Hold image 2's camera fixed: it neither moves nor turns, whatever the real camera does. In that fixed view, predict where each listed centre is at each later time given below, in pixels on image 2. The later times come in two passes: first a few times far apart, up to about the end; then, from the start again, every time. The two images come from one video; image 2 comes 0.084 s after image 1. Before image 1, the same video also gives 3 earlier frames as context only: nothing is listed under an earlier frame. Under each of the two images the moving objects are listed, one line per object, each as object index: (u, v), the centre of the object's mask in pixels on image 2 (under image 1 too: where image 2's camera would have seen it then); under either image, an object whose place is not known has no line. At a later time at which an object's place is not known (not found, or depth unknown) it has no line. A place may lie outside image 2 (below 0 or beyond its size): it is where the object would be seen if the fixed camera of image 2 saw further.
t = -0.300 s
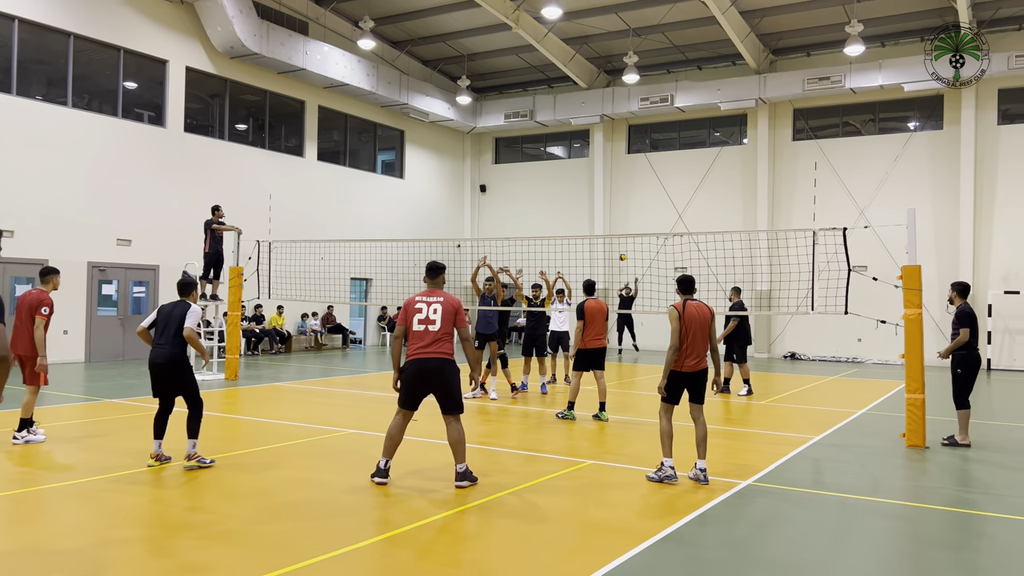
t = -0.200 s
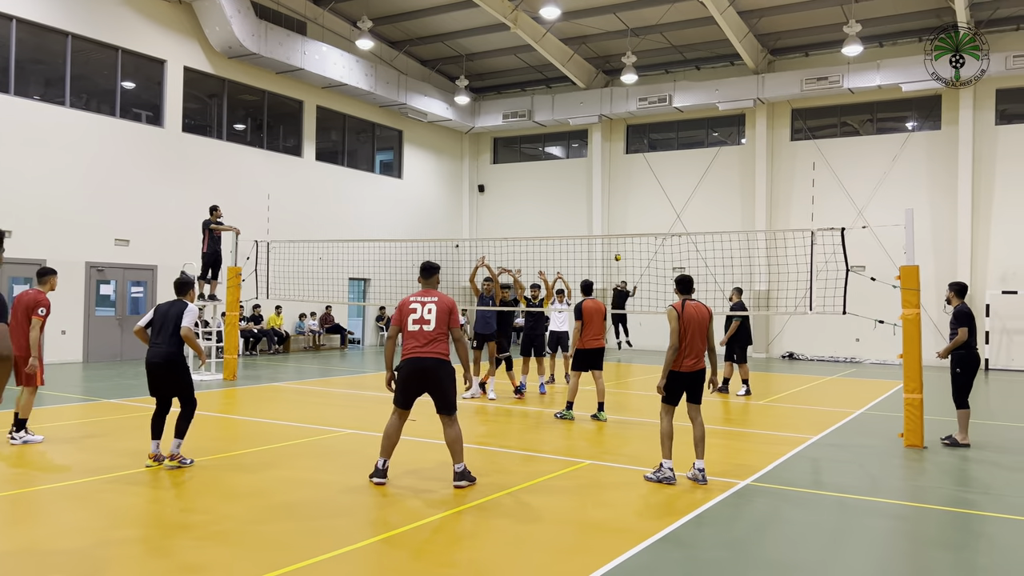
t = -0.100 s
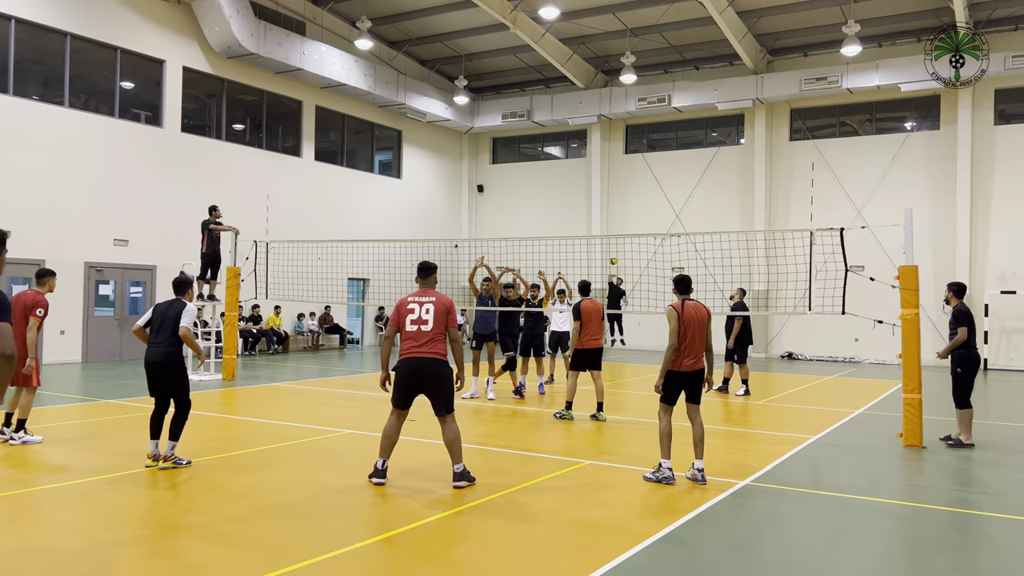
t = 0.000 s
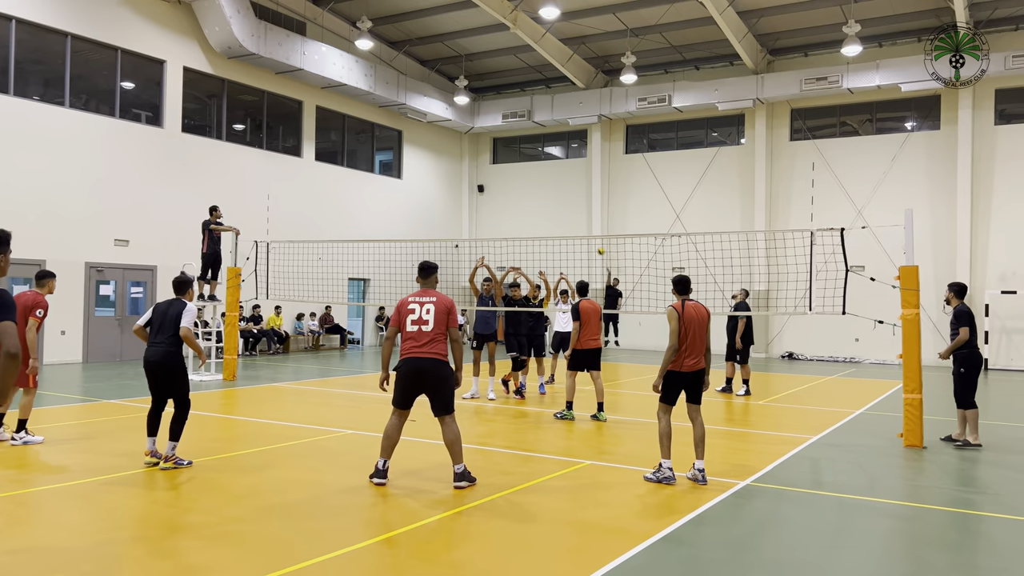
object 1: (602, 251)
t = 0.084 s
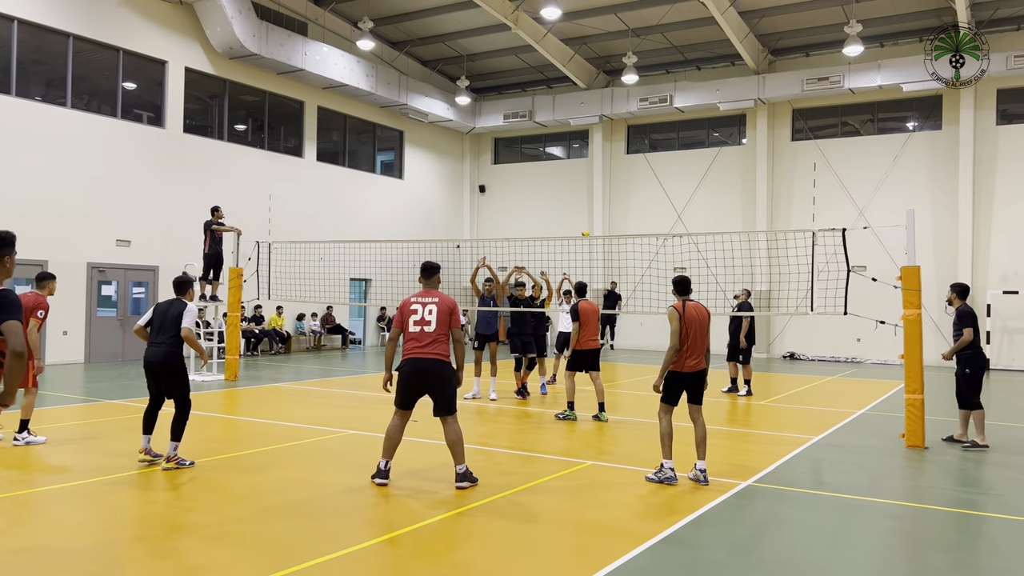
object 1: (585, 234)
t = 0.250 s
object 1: (545, 204)
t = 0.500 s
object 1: (464, 167)
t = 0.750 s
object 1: (345, 151)
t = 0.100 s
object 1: (581, 231)
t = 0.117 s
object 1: (577, 228)
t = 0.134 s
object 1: (574, 225)
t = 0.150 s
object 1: (569, 222)
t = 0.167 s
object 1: (565, 219)
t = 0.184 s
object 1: (562, 216)
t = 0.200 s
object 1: (557, 213)
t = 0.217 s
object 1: (553, 210)
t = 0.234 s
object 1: (549, 207)
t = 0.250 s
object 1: (545, 204)
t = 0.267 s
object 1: (540, 201)
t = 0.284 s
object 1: (536, 198)
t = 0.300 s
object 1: (531, 196)
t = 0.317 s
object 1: (526, 193)
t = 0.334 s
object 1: (522, 190)
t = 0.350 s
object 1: (516, 187)
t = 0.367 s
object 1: (511, 185)
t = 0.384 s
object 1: (506, 182)
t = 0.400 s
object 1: (501, 180)
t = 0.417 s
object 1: (495, 177)
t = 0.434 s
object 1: (489, 175)
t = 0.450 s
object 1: (483, 173)
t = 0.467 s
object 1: (477, 171)
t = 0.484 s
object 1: (471, 169)
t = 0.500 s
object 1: (464, 167)
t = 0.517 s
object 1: (458, 165)
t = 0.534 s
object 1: (452, 164)
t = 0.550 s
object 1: (445, 162)
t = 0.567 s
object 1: (438, 160)
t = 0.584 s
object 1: (431, 159)
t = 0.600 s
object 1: (423, 158)
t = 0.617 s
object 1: (416, 157)
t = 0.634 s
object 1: (407, 155)
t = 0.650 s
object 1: (400, 154)
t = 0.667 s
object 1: (391, 153)
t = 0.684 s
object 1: (383, 152)
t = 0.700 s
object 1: (374, 151)
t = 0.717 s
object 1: (365, 151)
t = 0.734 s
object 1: (355, 151)
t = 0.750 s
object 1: (345, 151)
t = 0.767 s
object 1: (336, 151)
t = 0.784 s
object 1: (326, 152)
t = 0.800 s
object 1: (314, 153)
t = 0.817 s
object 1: (303, 153)
